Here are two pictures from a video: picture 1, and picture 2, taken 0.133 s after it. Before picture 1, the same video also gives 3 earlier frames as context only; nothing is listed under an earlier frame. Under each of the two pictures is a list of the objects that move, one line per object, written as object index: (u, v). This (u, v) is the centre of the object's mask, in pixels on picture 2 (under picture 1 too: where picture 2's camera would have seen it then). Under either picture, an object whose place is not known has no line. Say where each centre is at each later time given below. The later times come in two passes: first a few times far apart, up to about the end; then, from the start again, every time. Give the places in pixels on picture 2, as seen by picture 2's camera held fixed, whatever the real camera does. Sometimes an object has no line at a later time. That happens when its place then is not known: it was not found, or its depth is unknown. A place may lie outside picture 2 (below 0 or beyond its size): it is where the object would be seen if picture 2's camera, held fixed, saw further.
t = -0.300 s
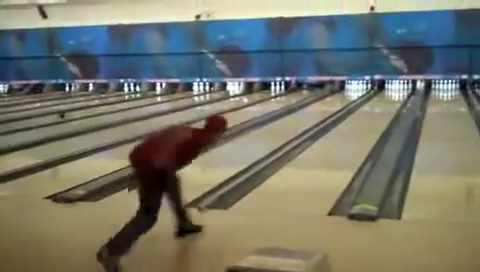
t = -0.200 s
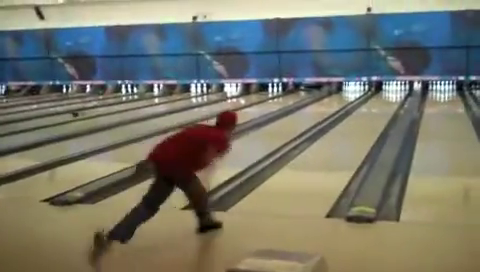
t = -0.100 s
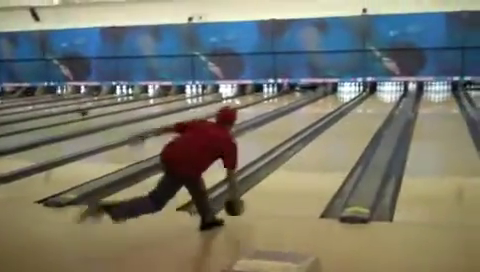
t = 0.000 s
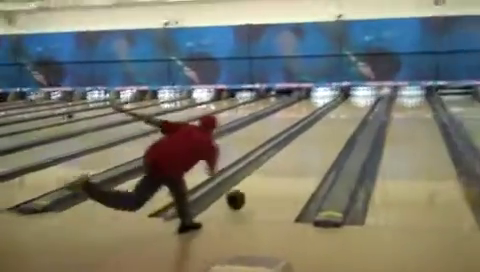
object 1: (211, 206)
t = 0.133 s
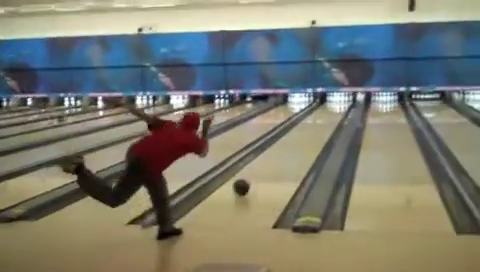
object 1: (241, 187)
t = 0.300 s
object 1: (268, 168)
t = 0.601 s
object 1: (296, 145)
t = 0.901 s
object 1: (315, 130)
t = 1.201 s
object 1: (329, 119)
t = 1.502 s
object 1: (339, 111)
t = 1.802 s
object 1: (343, 105)
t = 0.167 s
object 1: (247, 182)
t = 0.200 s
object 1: (252, 177)
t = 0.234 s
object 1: (257, 174)
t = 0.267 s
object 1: (262, 171)
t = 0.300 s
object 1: (268, 168)
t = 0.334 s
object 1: (273, 165)
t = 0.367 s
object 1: (276, 161)
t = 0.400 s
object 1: (278, 159)
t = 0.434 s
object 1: (283, 156)
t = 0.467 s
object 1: (285, 154)
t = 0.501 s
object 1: (288, 152)
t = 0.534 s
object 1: (291, 149)
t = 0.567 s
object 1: (294, 146)
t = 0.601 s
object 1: (296, 145)
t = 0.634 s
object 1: (299, 142)
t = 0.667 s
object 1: (301, 140)
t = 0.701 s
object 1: (303, 139)
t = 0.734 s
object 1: (306, 137)
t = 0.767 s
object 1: (308, 136)
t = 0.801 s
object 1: (310, 134)
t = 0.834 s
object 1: (311, 133)
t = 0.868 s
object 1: (312, 132)
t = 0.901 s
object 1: (315, 130)
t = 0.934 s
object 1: (317, 128)
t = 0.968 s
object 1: (319, 127)
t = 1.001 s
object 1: (321, 125)
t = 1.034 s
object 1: (322, 124)
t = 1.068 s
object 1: (325, 122)
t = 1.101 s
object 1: (326, 123)
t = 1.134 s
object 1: (327, 121)
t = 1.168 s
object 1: (328, 119)
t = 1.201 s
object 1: (329, 119)
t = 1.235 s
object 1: (331, 119)
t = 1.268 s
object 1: (333, 118)
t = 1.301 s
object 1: (334, 116)
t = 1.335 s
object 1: (335, 115)
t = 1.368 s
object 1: (334, 115)
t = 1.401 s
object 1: (337, 114)
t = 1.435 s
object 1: (337, 114)
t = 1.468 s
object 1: (338, 112)
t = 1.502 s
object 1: (339, 111)
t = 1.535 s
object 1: (339, 111)
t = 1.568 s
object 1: (339, 109)
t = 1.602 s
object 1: (338, 109)
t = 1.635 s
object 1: (340, 109)
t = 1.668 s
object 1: (341, 107)
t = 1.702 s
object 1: (340, 106)
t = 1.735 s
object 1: (341, 107)
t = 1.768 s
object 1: (341, 106)
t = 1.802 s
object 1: (343, 105)
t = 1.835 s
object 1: (343, 105)
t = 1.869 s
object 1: (342, 105)
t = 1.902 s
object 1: (343, 105)
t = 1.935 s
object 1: (343, 105)
